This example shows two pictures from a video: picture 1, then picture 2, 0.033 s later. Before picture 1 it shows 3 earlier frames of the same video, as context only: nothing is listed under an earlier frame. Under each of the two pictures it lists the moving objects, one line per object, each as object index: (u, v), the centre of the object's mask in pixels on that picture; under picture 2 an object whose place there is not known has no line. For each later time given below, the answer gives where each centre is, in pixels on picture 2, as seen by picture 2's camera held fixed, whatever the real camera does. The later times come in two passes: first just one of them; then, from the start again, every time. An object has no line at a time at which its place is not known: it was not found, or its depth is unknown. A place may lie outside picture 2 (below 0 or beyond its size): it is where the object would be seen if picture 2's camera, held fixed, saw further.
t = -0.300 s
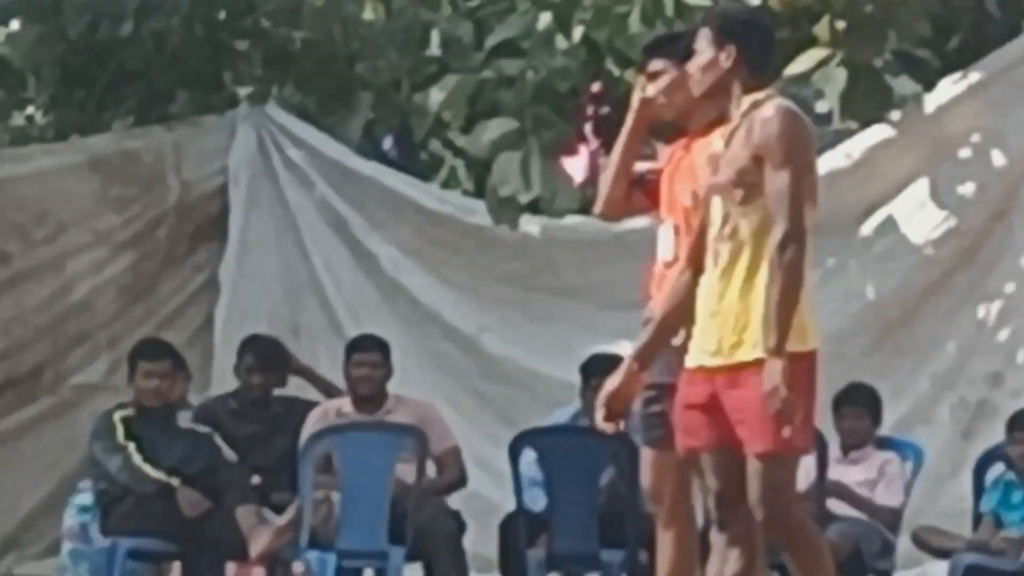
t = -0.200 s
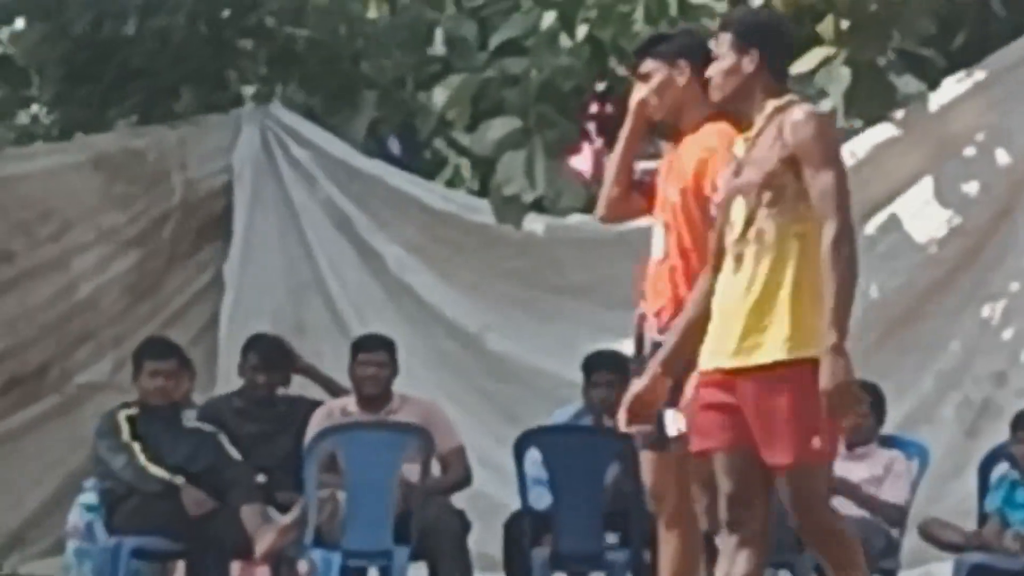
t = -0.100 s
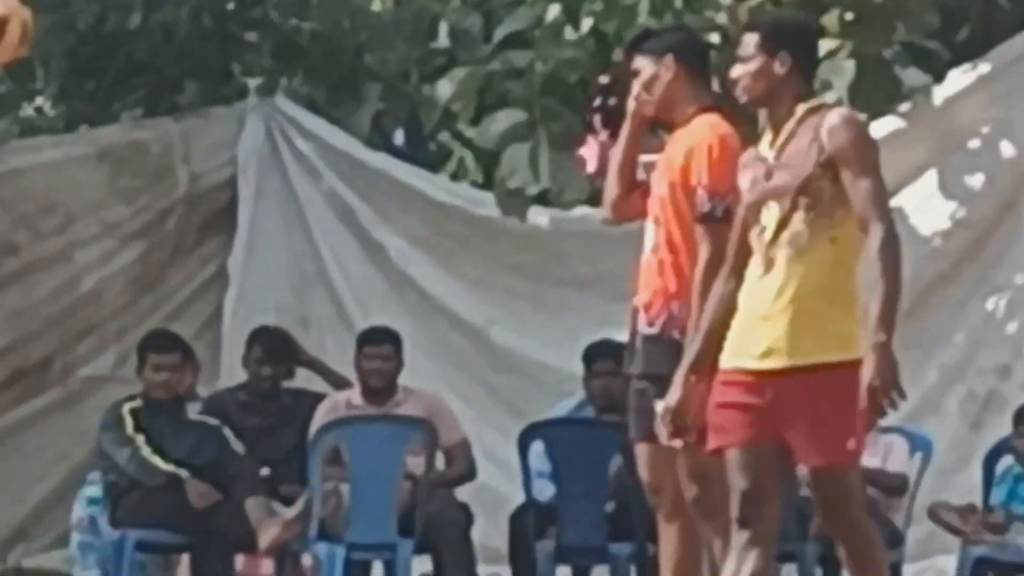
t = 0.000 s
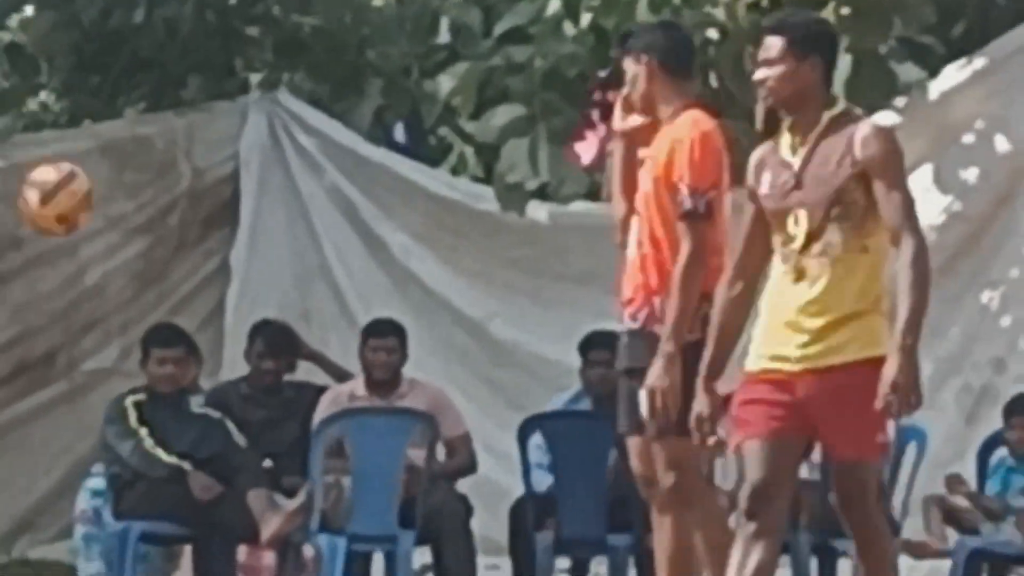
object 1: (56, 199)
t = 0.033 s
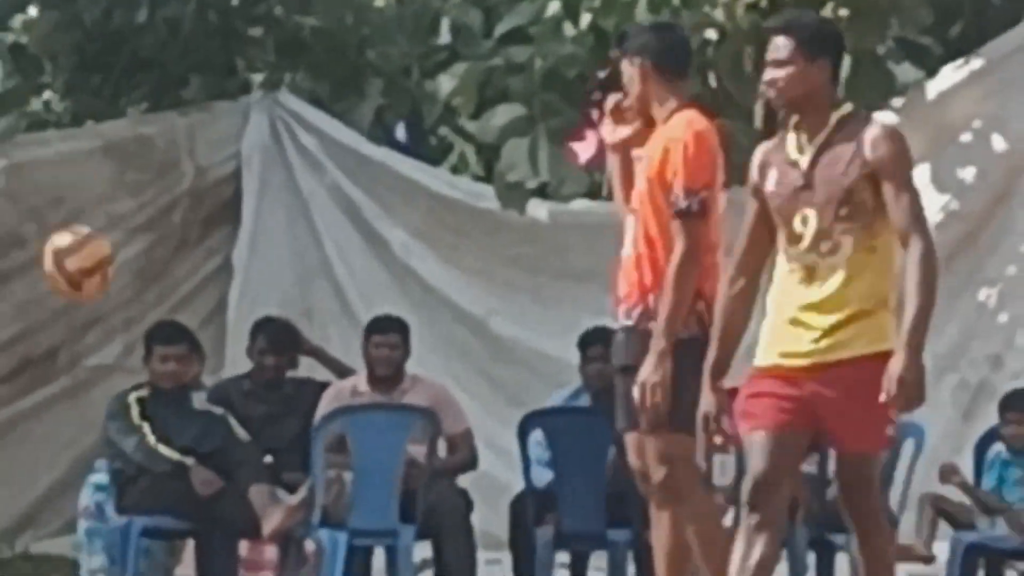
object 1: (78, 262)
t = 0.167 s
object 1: (149, 542)
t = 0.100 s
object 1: (114, 397)
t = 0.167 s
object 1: (149, 542)
